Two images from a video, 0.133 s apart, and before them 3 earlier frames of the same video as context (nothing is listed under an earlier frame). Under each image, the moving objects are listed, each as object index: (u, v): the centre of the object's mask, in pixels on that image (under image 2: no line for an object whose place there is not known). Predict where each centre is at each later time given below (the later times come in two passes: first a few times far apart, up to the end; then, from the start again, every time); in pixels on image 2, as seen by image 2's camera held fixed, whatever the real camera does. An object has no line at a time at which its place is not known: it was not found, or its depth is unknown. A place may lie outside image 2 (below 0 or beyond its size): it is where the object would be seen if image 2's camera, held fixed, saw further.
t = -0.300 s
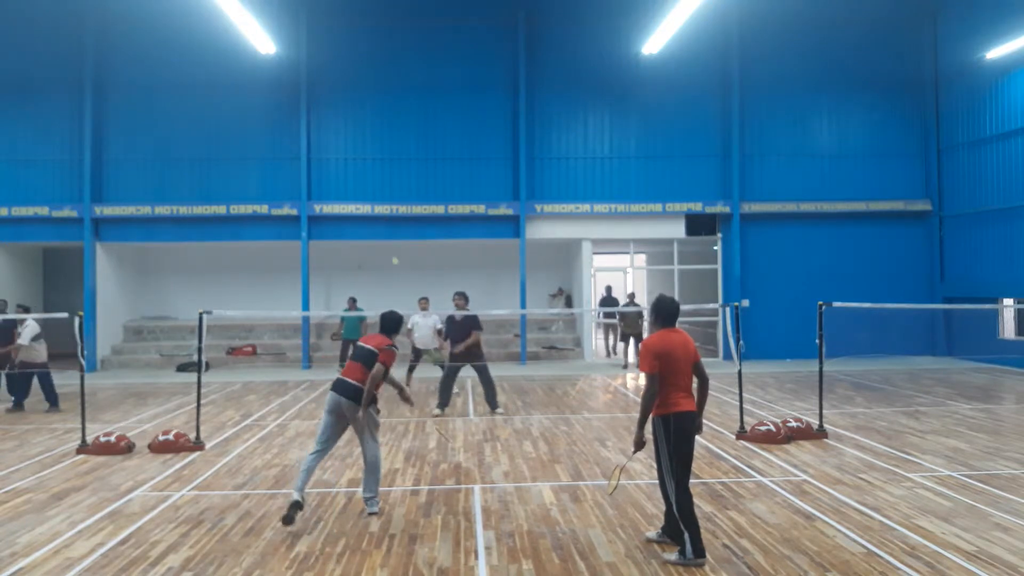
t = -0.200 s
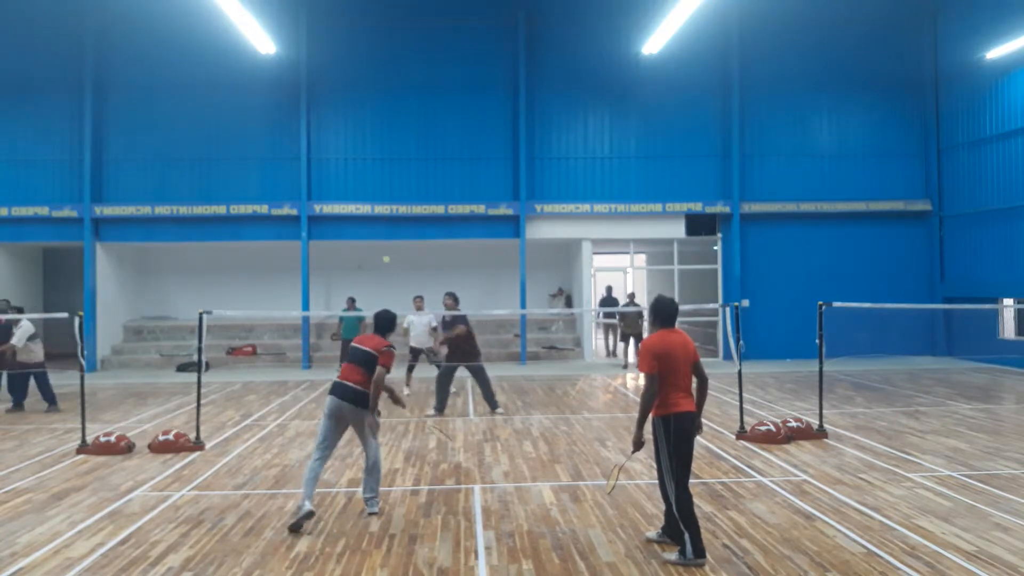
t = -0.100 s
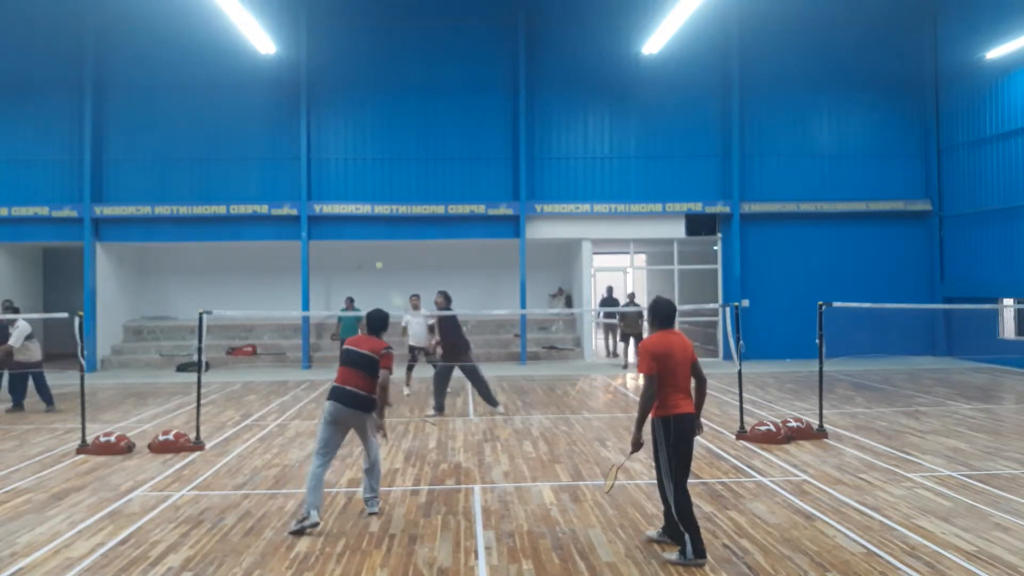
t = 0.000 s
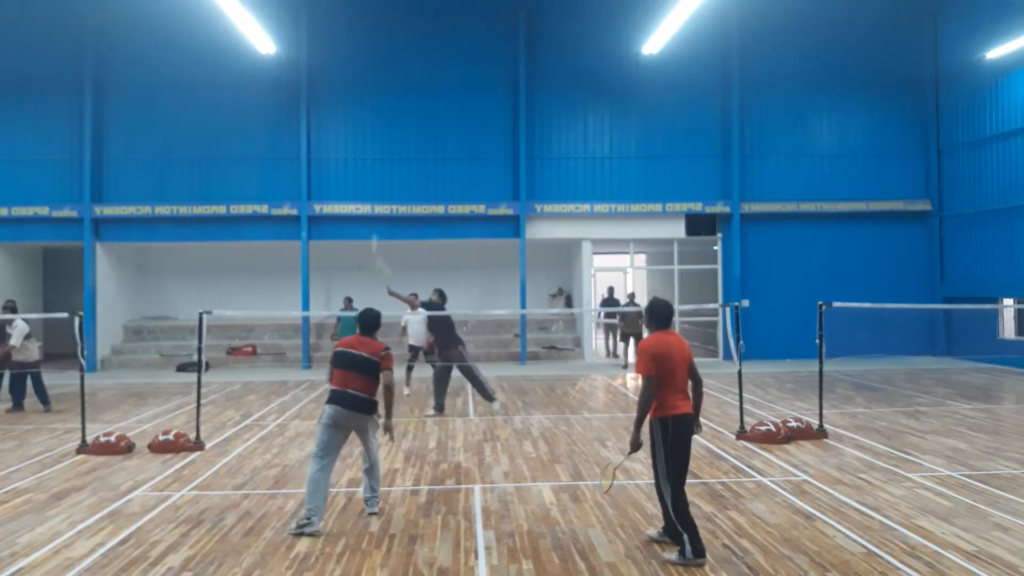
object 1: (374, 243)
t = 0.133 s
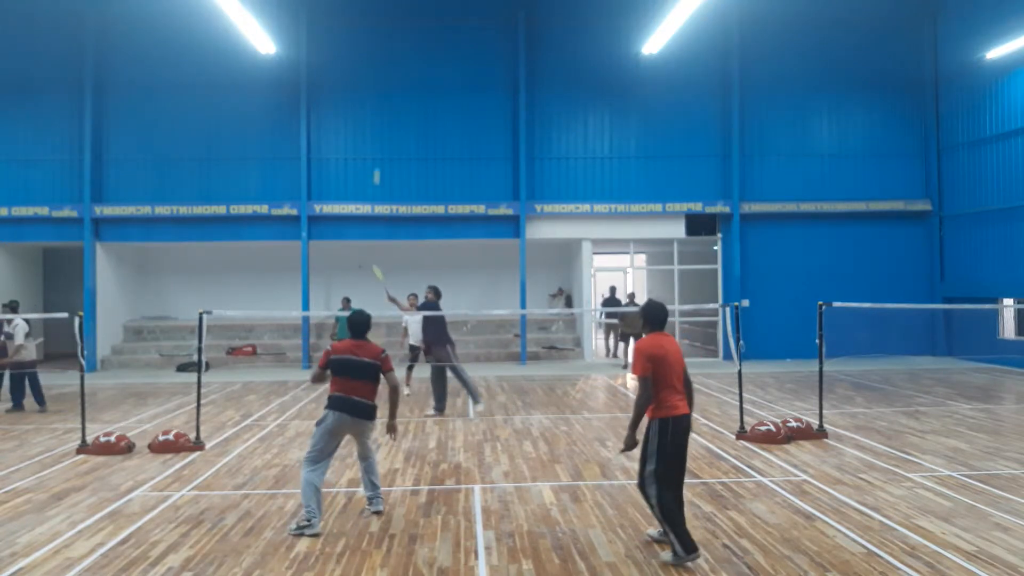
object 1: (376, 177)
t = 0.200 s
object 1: (376, 149)
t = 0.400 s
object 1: (376, 89)
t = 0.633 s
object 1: (379, 74)
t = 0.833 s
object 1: (385, 121)
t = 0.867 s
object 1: (386, 135)
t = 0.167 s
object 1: (376, 162)
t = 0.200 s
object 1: (376, 149)
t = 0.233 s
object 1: (376, 136)
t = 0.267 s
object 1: (376, 124)
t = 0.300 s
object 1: (376, 114)
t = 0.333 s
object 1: (376, 104)
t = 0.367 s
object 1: (376, 96)
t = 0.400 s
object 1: (376, 89)
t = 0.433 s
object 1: (376, 83)
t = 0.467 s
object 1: (377, 78)
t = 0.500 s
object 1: (377, 75)
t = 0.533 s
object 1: (378, 73)
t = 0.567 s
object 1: (378, 72)
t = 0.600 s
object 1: (379, 73)
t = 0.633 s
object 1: (379, 74)
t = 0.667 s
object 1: (380, 78)
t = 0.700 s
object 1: (381, 83)
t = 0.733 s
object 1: (381, 90)
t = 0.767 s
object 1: (382, 98)
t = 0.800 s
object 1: (383, 109)
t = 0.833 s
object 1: (385, 121)
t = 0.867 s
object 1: (386, 135)
